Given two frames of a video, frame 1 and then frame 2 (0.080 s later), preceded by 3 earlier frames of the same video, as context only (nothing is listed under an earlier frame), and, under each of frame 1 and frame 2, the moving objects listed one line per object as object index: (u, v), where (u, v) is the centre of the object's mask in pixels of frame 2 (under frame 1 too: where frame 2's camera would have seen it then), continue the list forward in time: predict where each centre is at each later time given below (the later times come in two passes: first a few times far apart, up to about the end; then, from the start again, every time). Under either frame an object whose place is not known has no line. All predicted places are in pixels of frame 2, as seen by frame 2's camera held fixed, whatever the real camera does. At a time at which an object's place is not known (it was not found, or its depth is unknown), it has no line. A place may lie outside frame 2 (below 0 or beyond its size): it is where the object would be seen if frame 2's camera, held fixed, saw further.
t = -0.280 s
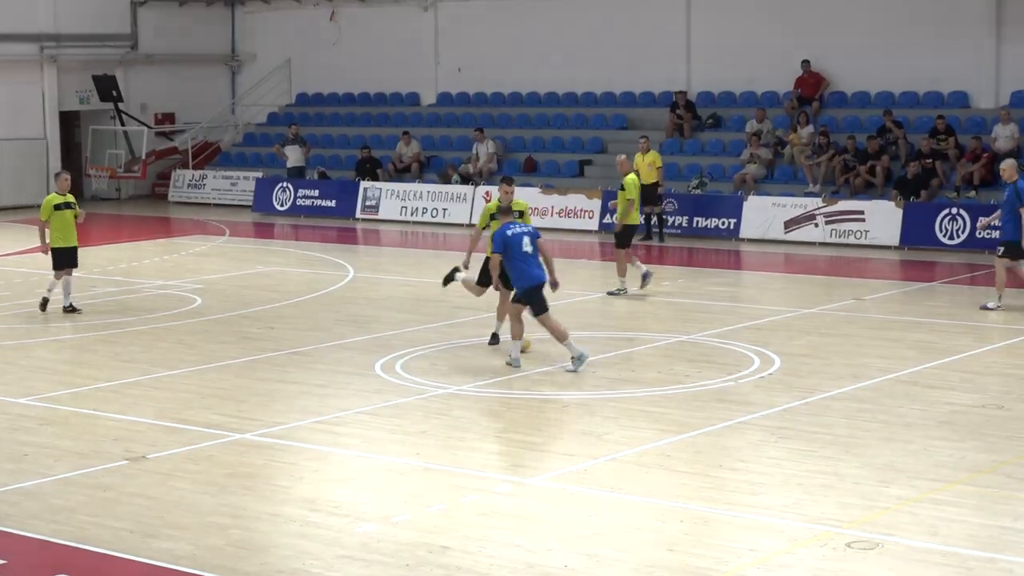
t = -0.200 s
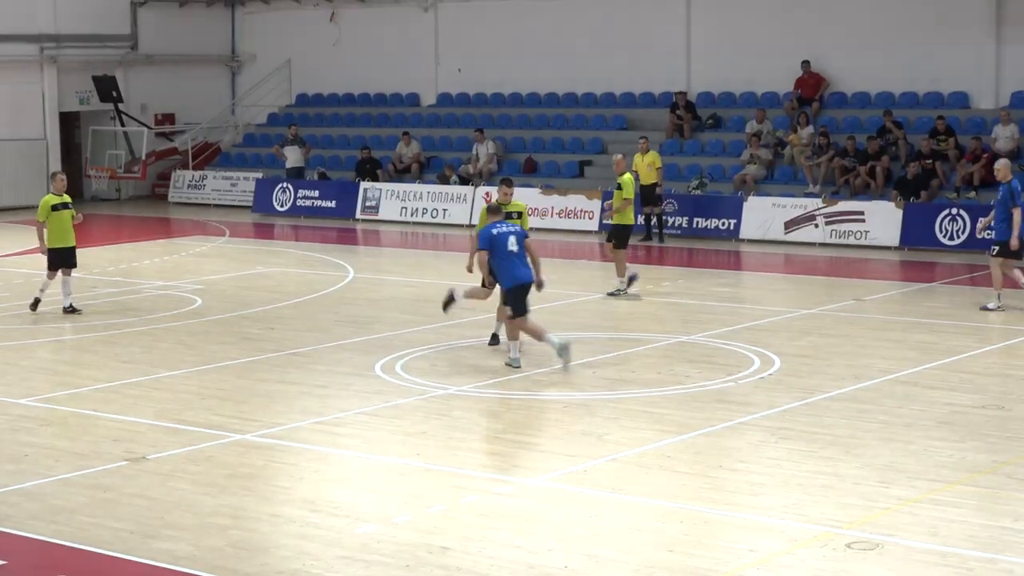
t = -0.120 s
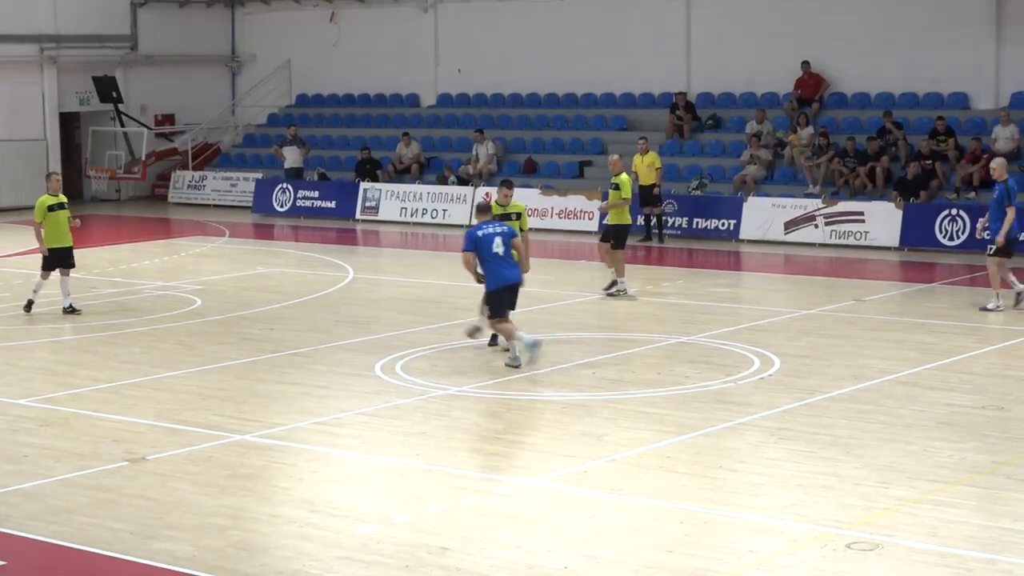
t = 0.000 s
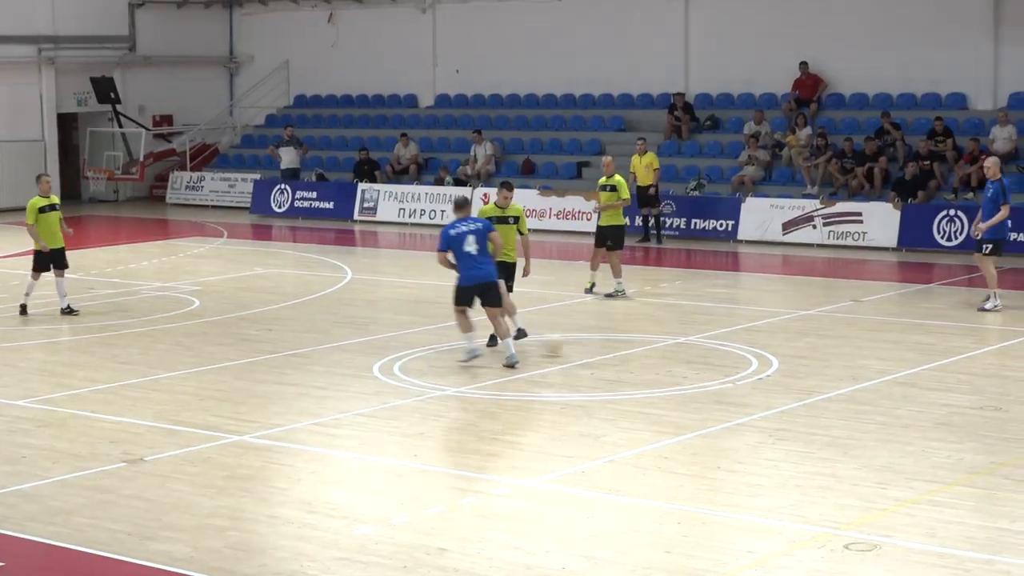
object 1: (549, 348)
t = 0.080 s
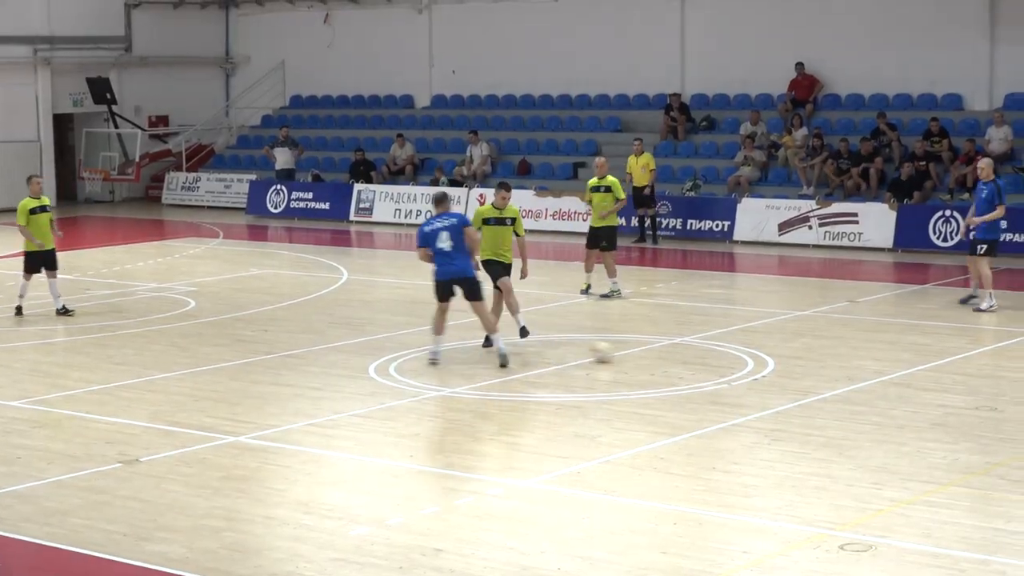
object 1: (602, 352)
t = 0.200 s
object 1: (677, 359)
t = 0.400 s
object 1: (796, 371)
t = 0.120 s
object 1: (627, 352)
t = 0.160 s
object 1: (653, 357)
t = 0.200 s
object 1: (677, 359)
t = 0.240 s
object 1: (700, 361)
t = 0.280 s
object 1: (725, 362)
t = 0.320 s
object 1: (752, 365)
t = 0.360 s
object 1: (772, 369)
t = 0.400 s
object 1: (796, 371)
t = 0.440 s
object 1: (820, 370)
